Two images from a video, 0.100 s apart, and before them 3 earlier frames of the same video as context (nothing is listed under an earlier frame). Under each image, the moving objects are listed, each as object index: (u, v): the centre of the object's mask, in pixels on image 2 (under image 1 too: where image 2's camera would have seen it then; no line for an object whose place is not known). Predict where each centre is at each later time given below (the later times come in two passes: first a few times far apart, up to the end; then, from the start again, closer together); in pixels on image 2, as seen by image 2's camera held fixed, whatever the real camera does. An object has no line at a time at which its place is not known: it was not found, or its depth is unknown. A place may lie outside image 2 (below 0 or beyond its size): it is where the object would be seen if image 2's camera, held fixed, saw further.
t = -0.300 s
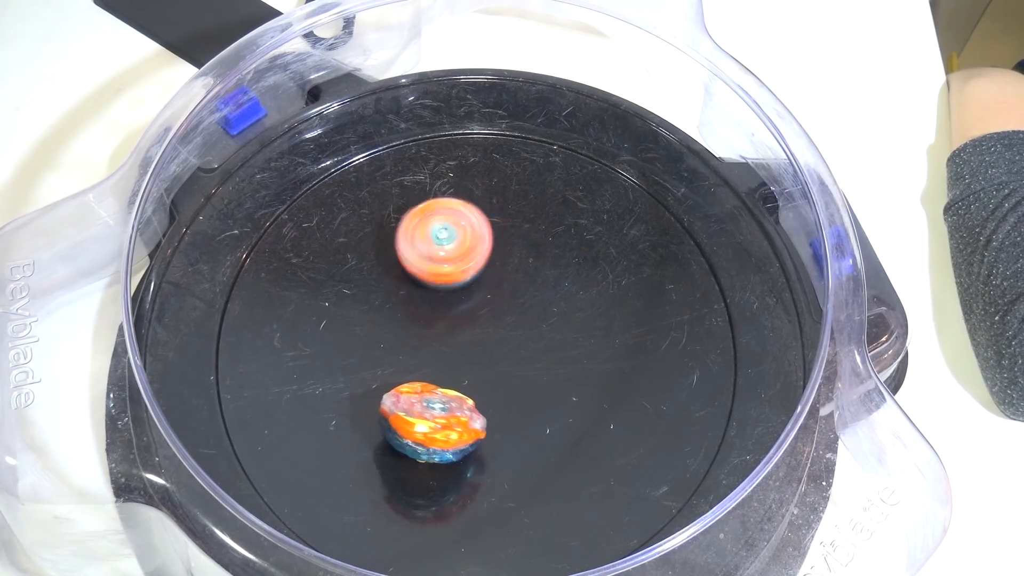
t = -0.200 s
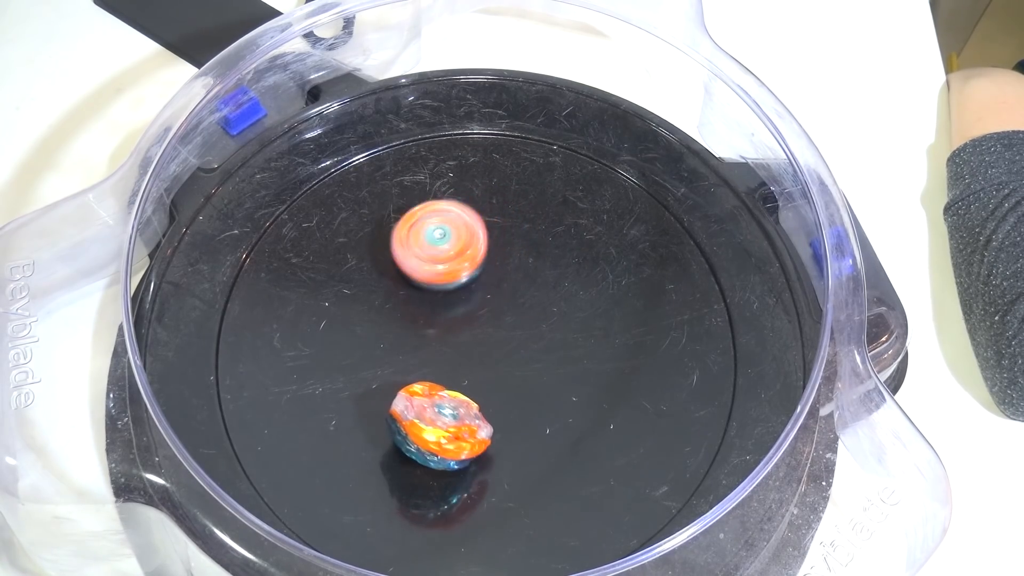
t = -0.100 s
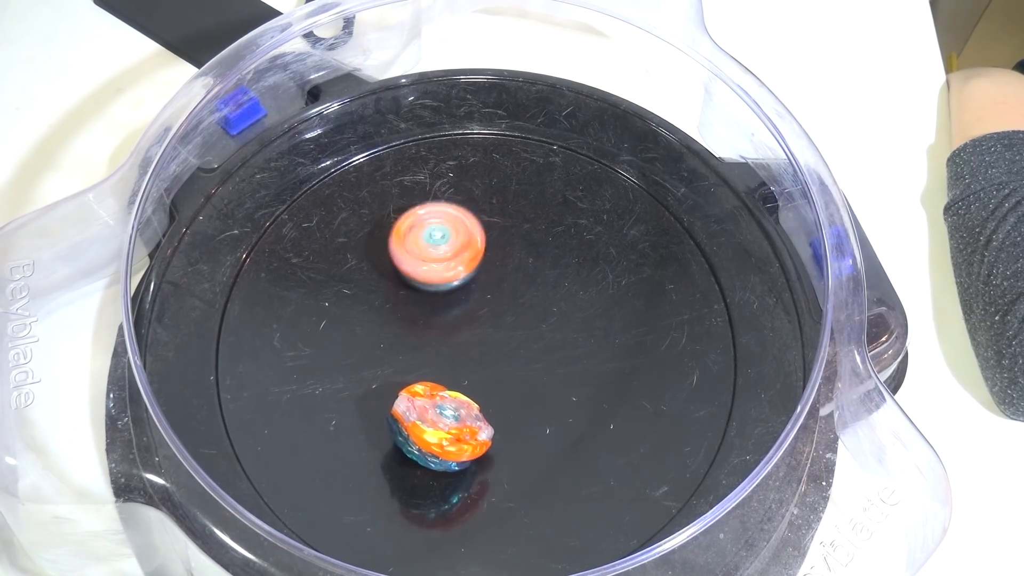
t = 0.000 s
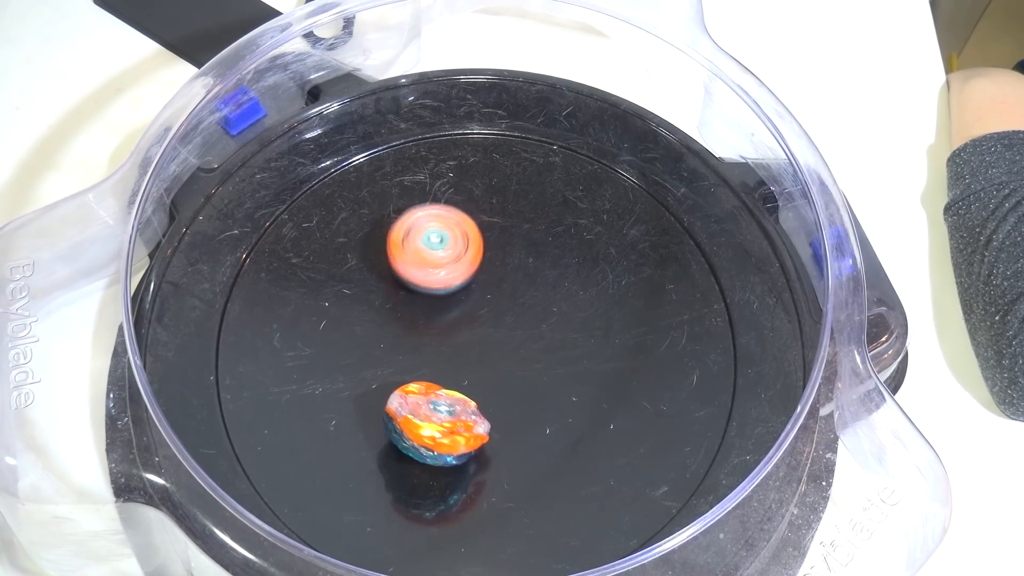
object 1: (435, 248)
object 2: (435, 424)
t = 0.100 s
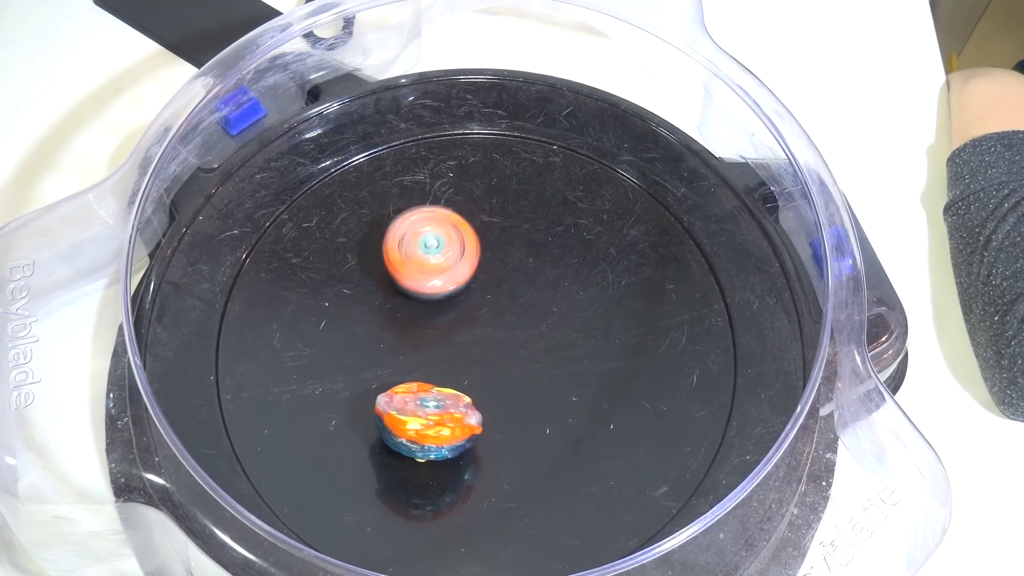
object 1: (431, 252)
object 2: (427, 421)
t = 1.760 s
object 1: (391, 300)
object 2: (431, 421)
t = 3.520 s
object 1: (447, 355)
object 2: (448, 444)
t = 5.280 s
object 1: (497, 340)
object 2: (444, 443)
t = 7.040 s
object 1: (491, 335)
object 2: (445, 443)
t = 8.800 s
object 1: (470, 341)
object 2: (444, 443)
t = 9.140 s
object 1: (465, 359)
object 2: (445, 444)
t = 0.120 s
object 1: (430, 253)
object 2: (426, 421)
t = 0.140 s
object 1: (429, 253)
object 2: (425, 421)
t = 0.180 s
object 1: (427, 254)
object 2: (424, 420)
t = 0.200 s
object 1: (426, 255)
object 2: (424, 421)
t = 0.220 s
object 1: (424, 256)
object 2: (424, 421)
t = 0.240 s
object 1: (424, 256)
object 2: (425, 421)
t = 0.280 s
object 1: (422, 257)
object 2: (428, 421)
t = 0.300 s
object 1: (421, 257)
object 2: (429, 422)
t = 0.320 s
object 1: (421, 257)
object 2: (430, 422)
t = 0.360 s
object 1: (419, 258)
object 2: (433, 423)
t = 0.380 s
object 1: (419, 258)
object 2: (435, 424)
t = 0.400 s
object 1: (419, 259)
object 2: (436, 425)
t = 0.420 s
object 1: (418, 259)
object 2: (437, 425)
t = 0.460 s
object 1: (418, 261)
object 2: (438, 426)
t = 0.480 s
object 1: (417, 261)
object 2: (438, 426)
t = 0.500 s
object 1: (416, 262)
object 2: (438, 426)
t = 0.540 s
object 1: (416, 263)
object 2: (437, 425)
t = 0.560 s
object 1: (415, 263)
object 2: (436, 424)
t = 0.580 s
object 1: (415, 264)
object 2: (435, 424)
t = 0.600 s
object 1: (415, 264)
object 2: (433, 423)
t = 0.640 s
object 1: (413, 266)
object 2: (430, 422)
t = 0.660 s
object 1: (413, 267)
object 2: (429, 421)
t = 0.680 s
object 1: (412, 268)
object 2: (428, 421)
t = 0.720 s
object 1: (410, 269)
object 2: (426, 421)
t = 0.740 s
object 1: (409, 269)
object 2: (425, 421)
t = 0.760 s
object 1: (408, 270)
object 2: (425, 421)
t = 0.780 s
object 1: (407, 271)
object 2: (425, 421)
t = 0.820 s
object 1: (407, 272)
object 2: (426, 421)
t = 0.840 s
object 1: (405, 272)
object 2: (427, 421)
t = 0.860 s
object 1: (405, 273)
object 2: (428, 421)
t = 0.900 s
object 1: (404, 273)
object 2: (431, 422)
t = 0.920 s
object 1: (404, 274)
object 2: (432, 422)
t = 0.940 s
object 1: (403, 274)
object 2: (433, 423)
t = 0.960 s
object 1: (403, 275)
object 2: (435, 424)
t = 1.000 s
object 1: (402, 276)
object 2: (436, 425)
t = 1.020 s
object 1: (402, 277)
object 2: (437, 425)
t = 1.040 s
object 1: (402, 277)
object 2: (437, 425)
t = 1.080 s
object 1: (401, 278)
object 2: (437, 425)
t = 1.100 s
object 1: (401, 279)
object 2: (436, 425)
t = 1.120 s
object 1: (401, 280)
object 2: (436, 424)
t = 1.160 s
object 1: (400, 281)
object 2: (433, 423)
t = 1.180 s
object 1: (400, 282)
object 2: (432, 422)
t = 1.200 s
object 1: (399, 282)
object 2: (431, 422)
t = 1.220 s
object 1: (399, 283)
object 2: (430, 421)
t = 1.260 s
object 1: (398, 285)
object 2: (428, 421)
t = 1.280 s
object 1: (397, 285)
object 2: (427, 421)
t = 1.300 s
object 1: (396, 286)
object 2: (426, 420)
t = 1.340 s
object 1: (395, 287)
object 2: (426, 421)
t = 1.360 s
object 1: (394, 288)
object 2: (426, 421)
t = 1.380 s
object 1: (394, 288)
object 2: (427, 421)
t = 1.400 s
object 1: (394, 289)
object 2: (427, 421)
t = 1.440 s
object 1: (393, 290)
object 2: (430, 421)
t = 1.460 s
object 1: (393, 290)
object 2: (431, 422)
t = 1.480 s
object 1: (392, 291)
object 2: (432, 422)
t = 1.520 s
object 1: (392, 291)
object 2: (434, 423)
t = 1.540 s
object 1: (393, 292)
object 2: (435, 424)
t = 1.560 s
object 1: (392, 293)
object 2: (436, 424)
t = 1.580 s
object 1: (392, 294)
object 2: (437, 424)
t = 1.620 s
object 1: (392, 295)
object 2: (437, 424)
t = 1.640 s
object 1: (391, 295)
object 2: (436, 424)
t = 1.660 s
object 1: (391, 296)
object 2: (435, 424)
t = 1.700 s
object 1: (391, 297)
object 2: (433, 423)
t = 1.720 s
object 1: (391, 298)
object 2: (432, 422)
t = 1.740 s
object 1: (391, 298)
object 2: (432, 422)
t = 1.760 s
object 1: (391, 300)
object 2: (431, 421)
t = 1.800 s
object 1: (390, 302)
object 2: (429, 421)
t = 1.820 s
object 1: (390, 302)
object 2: (428, 421)
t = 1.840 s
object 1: (389, 303)
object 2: (427, 420)
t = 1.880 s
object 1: (388, 304)
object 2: (427, 420)
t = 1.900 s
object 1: (388, 305)
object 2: (427, 420)
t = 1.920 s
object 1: (387, 305)
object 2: (427, 420)
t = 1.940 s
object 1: (387, 306)
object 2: (428, 421)
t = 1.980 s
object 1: (387, 307)
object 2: (429, 421)
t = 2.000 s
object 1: (387, 307)
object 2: (430, 421)
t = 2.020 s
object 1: (387, 308)
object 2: (431, 422)
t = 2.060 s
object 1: (387, 309)
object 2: (433, 422)
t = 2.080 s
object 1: (386, 310)
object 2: (434, 423)
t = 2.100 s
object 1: (386, 310)
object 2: (435, 423)
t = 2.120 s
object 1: (387, 311)
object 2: (436, 424)
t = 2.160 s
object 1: (386, 312)
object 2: (436, 424)
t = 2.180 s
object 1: (387, 312)
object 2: (436, 424)
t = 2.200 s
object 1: (387, 313)
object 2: (436, 424)
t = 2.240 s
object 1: (388, 314)
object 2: (434, 423)
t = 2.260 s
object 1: (389, 315)
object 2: (433, 422)
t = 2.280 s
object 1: (388, 316)
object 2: (433, 422)
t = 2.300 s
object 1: (388, 317)
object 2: (432, 422)
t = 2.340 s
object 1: (388, 319)
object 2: (430, 421)
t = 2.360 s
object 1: (387, 320)
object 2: (429, 421)
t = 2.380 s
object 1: (386, 320)
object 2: (429, 421)
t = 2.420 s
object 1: (386, 322)
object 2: (428, 421)
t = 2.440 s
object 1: (385, 322)
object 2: (428, 421)
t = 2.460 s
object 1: (385, 322)
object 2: (428, 420)
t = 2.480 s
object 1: (386, 323)
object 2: (428, 421)
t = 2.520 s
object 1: (386, 325)
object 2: (429, 421)
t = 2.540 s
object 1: (386, 325)
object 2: (429, 421)
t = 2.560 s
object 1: (387, 326)
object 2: (429, 421)
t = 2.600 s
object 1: (385, 327)
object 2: (431, 421)
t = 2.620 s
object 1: (386, 327)
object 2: (432, 422)
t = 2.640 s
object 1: (386, 328)
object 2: (432, 422)
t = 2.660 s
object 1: (386, 328)
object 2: (433, 422)
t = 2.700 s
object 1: (388, 330)
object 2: (435, 423)
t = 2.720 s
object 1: (388, 331)
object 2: (435, 423)
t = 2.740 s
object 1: (388, 332)
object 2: (436, 424)
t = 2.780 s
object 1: (388, 334)
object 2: (436, 424)
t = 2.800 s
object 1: (388, 334)
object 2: (435, 423)
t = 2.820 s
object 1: (388, 335)
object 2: (434, 423)
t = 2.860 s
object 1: (388, 336)
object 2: (433, 422)
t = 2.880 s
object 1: (388, 336)
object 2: (433, 422)
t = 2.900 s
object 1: (387, 334)
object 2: (433, 425)
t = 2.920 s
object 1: (389, 330)
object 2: (434, 428)
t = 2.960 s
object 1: (396, 329)
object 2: (436, 428)
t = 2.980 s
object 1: (400, 331)
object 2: (437, 429)
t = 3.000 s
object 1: (404, 332)
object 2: (439, 429)
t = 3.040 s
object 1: (405, 340)
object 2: (441, 430)
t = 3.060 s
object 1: (405, 340)
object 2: (441, 430)
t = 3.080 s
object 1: (406, 340)
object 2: (441, 431)
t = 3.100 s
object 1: (406, 340)
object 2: (442, 431)
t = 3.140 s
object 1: (408, 340)
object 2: (442, 431)
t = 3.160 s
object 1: (410, 340)
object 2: (441, 433)
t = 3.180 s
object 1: (411, 338)
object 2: (441, 435)
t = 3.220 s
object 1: (415, 341)
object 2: (442, 435)
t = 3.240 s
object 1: (417, 343)
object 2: (443, 435)
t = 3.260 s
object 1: (419, 345)
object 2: (443, 435)
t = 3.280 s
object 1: (423, 345)
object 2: (443, 436)
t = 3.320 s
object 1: (429, 345)
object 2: (441, 437)
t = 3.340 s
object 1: (430, 349)
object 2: (441, 437)
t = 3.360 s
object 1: (430, 350)
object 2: (441, 438)
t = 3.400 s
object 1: (437, 341)
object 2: (442, 443)
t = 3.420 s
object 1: (443, 341)
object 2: (442, 443)
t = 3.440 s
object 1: (445, 342)
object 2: (443, 443)
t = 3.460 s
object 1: (449, 344)
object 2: (444, 443)
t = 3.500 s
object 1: (449, 353)
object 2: (447, 443)
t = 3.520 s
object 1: (447, 355)
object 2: (448, 444)
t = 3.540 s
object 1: (448, 354)
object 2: (449, 444)
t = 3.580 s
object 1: (450, 352)
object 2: (451, 444)
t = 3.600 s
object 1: (452, 353)
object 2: (452, 444)
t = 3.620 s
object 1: (451, 353)
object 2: (453, 444)
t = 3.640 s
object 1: (451, 353)
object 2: (454, 444)
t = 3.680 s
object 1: (450, 351)
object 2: (455, 444)
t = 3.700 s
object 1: (451, 349)
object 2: (455, 444)
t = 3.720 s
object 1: (451, 347)
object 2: (454, 444)
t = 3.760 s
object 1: (455, 345)
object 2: (454, 444)
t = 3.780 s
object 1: (458, 346)
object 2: (454, 444)
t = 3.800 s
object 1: (461, 348)
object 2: (453, 444)
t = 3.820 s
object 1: (462, 349)
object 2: (453, 443)
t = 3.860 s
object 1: (463, 351)
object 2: (453, 443)
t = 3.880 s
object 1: (462, 352)
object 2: (452, 443)
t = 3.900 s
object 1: (461, 354)
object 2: (452, 443)
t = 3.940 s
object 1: (460, 351)
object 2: (450, 443)
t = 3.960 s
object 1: (463, 350)
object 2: (449, 442)
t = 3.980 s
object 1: (466, 351)
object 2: (448, 442)
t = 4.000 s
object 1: (468, 353)
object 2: (447, 442)
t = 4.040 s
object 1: (471, 350)
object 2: (445, 443)
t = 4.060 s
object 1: (475, 347)
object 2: (445, 443)
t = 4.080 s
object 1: (479, 348)
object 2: (444, 443)
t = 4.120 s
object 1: (482, 351)
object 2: (445, 443)
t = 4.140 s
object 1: (484, 351)
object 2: (445, 443)
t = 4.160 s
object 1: (487, 351)
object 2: (445, 443)
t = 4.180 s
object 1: (489, 351)
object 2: (445, 443)
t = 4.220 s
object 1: (489, 355)
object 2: (444, 443)
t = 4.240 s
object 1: (489, 357)
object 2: (444, 443)
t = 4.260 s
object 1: (491, 357)
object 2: (444, 443)
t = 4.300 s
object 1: (493, 359)
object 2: (444, 443)
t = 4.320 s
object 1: (492, 359)
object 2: (444, 443)
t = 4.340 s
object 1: (491, 358)
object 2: (444, 443)
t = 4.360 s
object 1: (489, 358)
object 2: (444, 443)
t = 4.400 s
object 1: (489, 359)
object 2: (444, 443)
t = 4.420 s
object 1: (488, 360)
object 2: (444, 443)
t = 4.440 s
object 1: (487, 360)
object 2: (444, 443)
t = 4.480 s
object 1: (487, 358)
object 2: (444, 443)
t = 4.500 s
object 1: (489, 357)
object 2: (444, 443)
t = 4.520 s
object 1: (489, 355)
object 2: (444, 443)
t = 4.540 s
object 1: (488, 353)
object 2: (444, 443)
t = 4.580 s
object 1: (486, 350)
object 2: (444, 443)
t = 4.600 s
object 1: (488, 349)
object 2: (444, 443)
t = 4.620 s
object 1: (491, 348)
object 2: (444, 443)
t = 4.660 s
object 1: (491, 346)
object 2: (444, 443)
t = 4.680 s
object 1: (491, 344)
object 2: (444, 443)
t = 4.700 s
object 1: (493, 343)
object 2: (444, 443)
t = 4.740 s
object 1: (494, 345)
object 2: (444, 443)
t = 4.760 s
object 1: (495, 345)
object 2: (444, 443)
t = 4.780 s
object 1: (496, 344)
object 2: (444, 443)
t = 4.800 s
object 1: (497, 343)
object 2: (444, 443)
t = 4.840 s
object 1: (496, 343)
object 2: (444, 443)
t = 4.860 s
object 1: (494, 344)
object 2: (444, 443)
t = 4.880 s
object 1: (494, 344)
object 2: (444, 443)
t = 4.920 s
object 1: (497, 345)
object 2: (444, 443)
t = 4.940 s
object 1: (497, 345)
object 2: (444, 443)
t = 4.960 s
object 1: (497, 345)
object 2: (444, 443)
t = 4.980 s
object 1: (498, 344)
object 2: (444, 443)
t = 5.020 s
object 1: (497, 343)
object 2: (444, 443)
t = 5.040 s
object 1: (496, 343)
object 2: (444, 443)
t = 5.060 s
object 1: (495, 343)
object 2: (444, 443)
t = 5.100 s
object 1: (495, 342)
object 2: (444, 443)
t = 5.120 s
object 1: (496, 342)
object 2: (444, 443)
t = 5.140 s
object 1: (497, 340)
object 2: (444, 443)
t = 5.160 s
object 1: (498, 339)
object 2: (444, 443)
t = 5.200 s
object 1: (495, 336)
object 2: (444, 443)
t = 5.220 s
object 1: (495, 336)
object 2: (445, 443)
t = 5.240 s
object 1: (496, 337)
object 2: (445, 443)
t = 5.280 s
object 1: (497, 340)
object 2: (444, 443)
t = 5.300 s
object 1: (496, 341)
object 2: (444, 443)
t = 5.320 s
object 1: (494, 341)
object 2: (444, 443)
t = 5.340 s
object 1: (495, 339)
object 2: (444, 443)
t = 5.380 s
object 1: (498, 336)
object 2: (445, 443)
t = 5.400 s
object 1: (498, 335)
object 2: (445, 443)
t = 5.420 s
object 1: (498, 334)
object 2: (445, 443)
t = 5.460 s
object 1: (498, 331)
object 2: (445, 443)
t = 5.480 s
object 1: (498, 330)
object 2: (445, 443)
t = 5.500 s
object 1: (499, 330)
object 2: (445, 443)
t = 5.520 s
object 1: (498, 330)
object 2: (445, 443)
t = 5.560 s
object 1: (495, 332)
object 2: (445, 443)
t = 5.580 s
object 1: (494, 332)
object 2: (445, 443)
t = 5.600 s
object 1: (494, 332)
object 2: (445, 443)
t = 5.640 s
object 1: (496, 331)
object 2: (445, 443)
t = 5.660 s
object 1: (498, 331)
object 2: (445, 443)
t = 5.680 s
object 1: (500, 333)
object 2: (445, 443)
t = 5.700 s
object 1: (501, 333)
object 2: (445, 443)
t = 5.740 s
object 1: (498, 333)
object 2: (445, 443)
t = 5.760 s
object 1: (497, 330)
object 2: (445, 443)
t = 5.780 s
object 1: (496, 328)
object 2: (445, 443)
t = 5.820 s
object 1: (494, 325)
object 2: (445, 443)
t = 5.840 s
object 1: (492, 324)
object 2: (445, 443)
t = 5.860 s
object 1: (490, 323)
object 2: (445, 443)
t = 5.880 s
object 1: (490, 322)
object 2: (445, 443)
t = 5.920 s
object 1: (491, 323)
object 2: (445, 443)
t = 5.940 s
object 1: (491, 324)
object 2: (445, 443)
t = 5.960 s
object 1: (491, 326)
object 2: (445, 443)
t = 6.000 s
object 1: (489, 327)
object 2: (445, 443)
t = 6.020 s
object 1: (489, 328)
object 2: (445, 443)
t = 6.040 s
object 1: (488, 329)
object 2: (445, 443)
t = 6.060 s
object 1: (488, 329)
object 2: (445, 443)
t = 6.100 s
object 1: (490, 330)
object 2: (445, 443)
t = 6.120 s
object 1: (490, 330)
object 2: (445, 443)
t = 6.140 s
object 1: (491, 333)
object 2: (445, 443)
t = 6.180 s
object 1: (491, 339)
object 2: (445, 443)
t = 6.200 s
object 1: (489, 341)
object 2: (445, 443)
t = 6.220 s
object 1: (486, 342)
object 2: (445, 443)
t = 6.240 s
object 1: (485, 341)
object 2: (445, 443)
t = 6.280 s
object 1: (486, 338)
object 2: (445, 443)
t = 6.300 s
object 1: (489, 338)
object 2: (445, 443)
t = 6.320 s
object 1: (491, 339)
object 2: (445, 443)
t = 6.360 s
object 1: (494, 339)
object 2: (445, 443)
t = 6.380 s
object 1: (495, 340)
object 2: (445, 443)
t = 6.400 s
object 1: (497, 339)
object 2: (445, 443)
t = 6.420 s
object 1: (499, 339)
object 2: (445, 443)
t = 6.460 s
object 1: (501, 339)
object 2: (445, 443)
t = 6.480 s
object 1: (501, 338)
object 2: (445, 443)
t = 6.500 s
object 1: (499, 338)
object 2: (445, 443)
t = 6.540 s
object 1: (496, 339)
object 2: (445, 443)
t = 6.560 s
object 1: (495, 341)
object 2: (445, 443)
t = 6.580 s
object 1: (492, 343)
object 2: (445, 443)
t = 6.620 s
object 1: (489, 343)
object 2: (445, 443)
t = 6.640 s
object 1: (489, 341)
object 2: (445, 443)
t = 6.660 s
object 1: (490, 341)
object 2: (445, 443)
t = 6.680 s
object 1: (491, 340)
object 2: (445, 443)
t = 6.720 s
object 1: (493, 337)
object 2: (445, 443)
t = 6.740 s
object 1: (493, 337)
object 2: (445, 443)
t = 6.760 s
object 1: (493, 337)
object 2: (445, 443)
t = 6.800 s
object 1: (496, 339)
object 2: (445, 443)
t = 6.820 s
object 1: (496, 339)
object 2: (445, 443)
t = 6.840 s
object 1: (497, 339)
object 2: (445, 443)
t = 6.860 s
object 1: (496, 340)
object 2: (445, 443)
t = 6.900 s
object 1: (494, 342)
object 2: (445, 443)
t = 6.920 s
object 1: (493, 344)
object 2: (445, 443)
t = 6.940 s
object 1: (491, 344)
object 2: (445, 443)
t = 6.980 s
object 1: (489, 341)
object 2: (445, 443)
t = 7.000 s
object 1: (490, 339)
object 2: (445, 443)
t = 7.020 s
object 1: (491, 337)
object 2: (445, 443)
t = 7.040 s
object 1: (491, 335)
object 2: (445, 443)
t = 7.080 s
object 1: (493, 332)
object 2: (445, 443)
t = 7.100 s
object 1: (494, 333)
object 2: (445, 443)
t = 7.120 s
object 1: (495, 333)
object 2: (445, 443)
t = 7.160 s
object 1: (493, 335)
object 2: (445, 443)
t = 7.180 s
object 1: (492, 337)
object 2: (445, 443)
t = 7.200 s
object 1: (490, 338)
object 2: (445, 443)
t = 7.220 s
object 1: (488, 340)
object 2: (445, 443)
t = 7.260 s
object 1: (484, 344)
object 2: (445, 443)
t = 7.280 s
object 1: (482, 344)
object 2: (445, 443)
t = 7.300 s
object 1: (479, 344)
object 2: (445, 443)
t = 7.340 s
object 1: (480, 341)
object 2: (445, 443)
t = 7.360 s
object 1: (481, 340)
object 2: (445, 443)
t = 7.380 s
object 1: (482, 340)
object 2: (445, 443)
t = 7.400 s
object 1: (485, 341)
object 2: (445, 443)
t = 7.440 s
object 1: (487, 343)
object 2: (445, 443)
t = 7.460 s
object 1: (486, 344)
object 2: (445, 443)
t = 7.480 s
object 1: (486, 346)
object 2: (445, 443)
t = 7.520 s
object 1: (484, 352)
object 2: (445, 443)
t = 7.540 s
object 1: (483, 353)
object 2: (445, 443)
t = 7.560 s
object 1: (480, 354)
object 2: (445, 443)
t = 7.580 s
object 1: (479, 353)
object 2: (445, 443)
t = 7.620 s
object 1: (479, 349)
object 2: (445, 443)
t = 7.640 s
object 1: (481, 348)
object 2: (445, 443)
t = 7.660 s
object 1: (485, 347)
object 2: (445, 443)
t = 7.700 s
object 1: (490, 346)
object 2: (445, 443)
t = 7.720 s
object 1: (492, 347)
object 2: (445, 443)
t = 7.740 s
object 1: (494, 348)
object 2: (445, 443)
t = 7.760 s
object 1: (493, 350)
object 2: (445, 443)
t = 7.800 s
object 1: (489, 351)
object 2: (445, 443)
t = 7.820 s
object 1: (486, 350)
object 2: (445, 443)
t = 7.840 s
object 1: (484, 348)
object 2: (445, 443)
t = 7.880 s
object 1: (482, 344)
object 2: (445, 443)
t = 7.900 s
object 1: (482, 341)
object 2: (445, 443)
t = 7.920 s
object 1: (485, 340)
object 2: (445, 443)
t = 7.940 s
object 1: (487, 339)
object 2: (445, 443)
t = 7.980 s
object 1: (490, 339)
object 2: (445, 443)
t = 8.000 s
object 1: (491, 341)
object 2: (445, 443)
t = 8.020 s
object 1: (491, 343)
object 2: (445, 443)
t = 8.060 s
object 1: (487, 344)
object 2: (445, 443)
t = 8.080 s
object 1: (484, 343)
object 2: (445, 443)
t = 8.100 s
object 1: (481, 341)
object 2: (445, 443)
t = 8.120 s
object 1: (479, 340)
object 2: (445, 443)
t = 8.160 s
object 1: (478, 337)
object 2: (445, 443)
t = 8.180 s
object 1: (480, 335)
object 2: (445, 443)
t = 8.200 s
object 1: (482, 335)
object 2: (445, 443)
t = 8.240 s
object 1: (485, 335)
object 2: (445, 443)
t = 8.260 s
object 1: (486, 336)
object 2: (445, 443)
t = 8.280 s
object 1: (486, 338)
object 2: (445, 443)
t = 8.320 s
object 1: (482, 341)
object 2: (445, 443)
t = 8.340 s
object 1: (478, 341)
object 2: (445, 443)
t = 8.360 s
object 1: (475, 342)
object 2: (445, 443)
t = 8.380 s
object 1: (472, 342)
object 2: (445, 443)
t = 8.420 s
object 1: (469, 339)
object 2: (445, 443)
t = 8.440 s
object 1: (469, 337)
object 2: (445, 443)
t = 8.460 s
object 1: (470, 335)
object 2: (445, 443)
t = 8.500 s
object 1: (474, 332)
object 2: (445, 443)
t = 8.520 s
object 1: (477, 331)
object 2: (445, 443)
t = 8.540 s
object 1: (479, 332)
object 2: (445, 443)
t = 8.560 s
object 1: (480, 333)
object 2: (445, 443)
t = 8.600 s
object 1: (481, 335)
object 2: (445, 443)
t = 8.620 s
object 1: (482, 337)
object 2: (445, 443)
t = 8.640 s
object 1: (482, 339)
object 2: (445, 443)
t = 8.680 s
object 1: (479, 340)
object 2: (445, 443)
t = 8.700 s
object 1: (477, 341)
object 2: (445, 443)
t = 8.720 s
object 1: (475, 341)
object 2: (445, 443)
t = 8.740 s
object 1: (473, 342)
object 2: (445, 443)
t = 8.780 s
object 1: (471, 341)
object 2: (445, 443)
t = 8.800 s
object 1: (470, 341)
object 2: (444, 443)
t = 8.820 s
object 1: (471, 340)
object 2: (444, 443)
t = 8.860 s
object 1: (471, 341)
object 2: (445, 443)
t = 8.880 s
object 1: (471, 341)
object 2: (445, 443)
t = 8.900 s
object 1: (471, 342)
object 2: (444, 443)
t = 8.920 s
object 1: (472, 342)
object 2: (444, 443)
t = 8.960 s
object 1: (471, 345)
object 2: (445, 443)
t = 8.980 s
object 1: (470, 347)
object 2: (444, 443)
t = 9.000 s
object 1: (469, 348)
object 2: (444, 443)
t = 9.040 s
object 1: (467, 352)
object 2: (445, 443)
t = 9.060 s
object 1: (466, 354)
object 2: (445, 443)
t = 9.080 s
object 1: (465, 357)
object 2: (445, 443)
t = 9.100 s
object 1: (465, 359)
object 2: (445, 443)
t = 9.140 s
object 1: (465, 359)
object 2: (445, 444)
